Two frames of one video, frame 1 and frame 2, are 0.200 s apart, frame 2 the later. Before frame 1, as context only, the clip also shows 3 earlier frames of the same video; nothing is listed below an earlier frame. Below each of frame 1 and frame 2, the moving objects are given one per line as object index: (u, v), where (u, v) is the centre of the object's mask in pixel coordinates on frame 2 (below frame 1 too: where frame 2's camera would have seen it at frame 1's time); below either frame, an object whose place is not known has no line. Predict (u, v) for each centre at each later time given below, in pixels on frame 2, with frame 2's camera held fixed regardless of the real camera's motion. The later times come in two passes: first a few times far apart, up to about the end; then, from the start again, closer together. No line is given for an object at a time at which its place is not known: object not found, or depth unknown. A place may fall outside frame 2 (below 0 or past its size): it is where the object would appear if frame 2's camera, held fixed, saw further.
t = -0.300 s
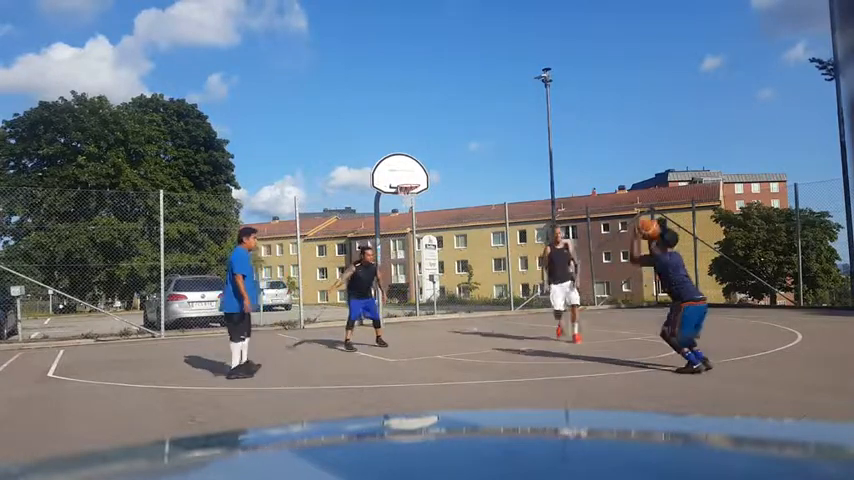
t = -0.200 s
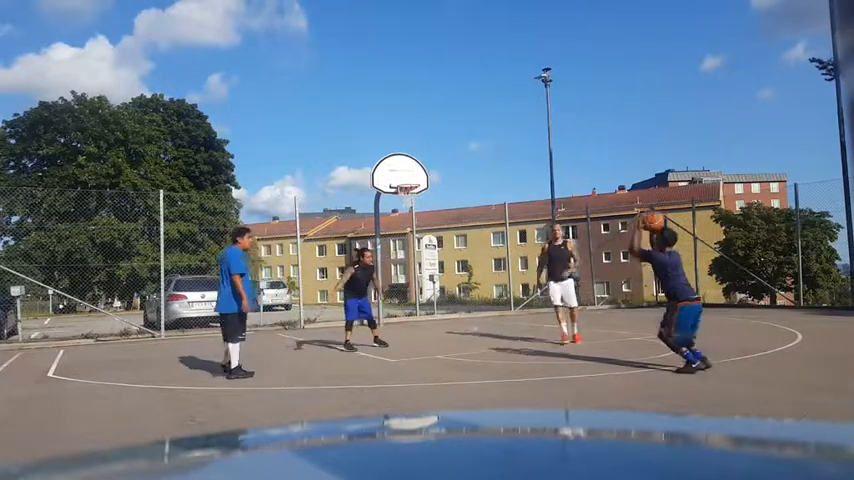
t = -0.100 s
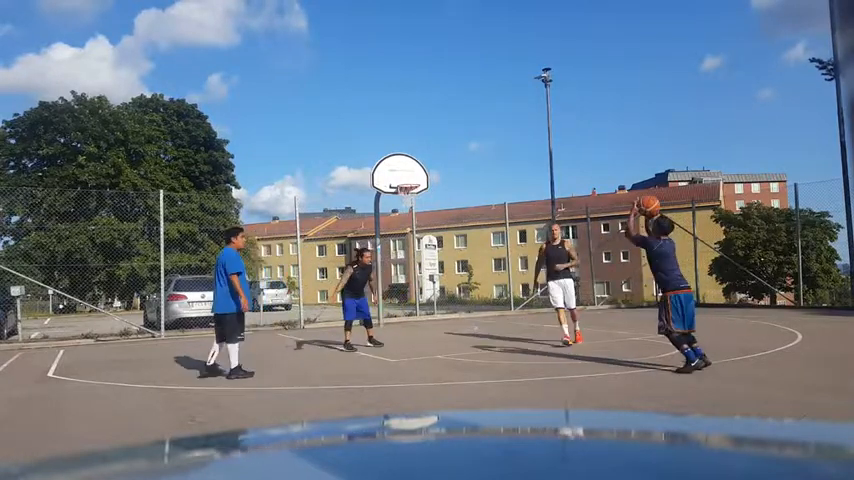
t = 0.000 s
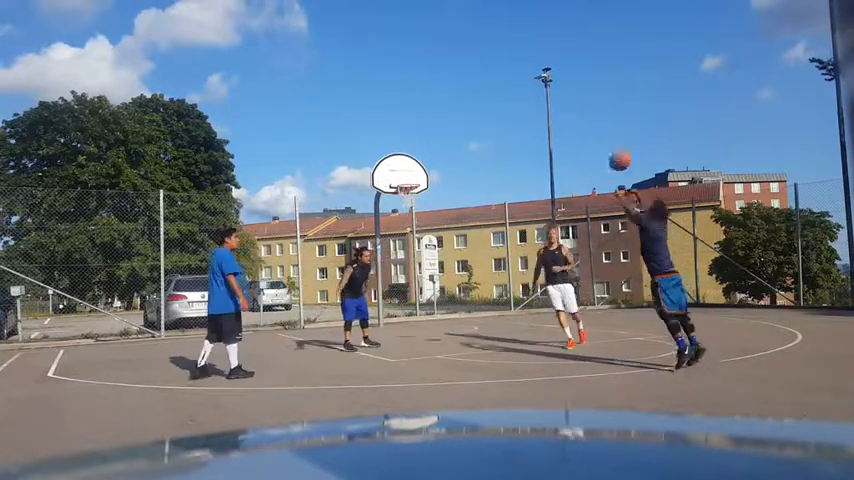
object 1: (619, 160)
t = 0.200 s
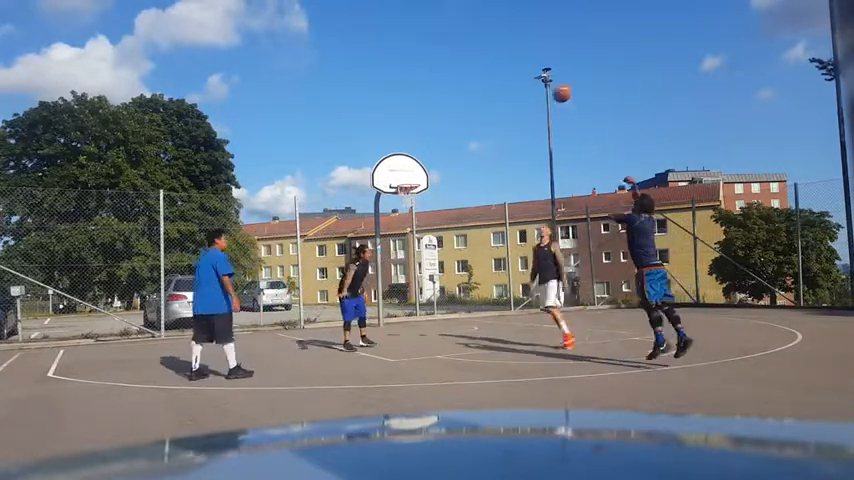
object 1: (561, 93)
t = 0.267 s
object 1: (545, 80)
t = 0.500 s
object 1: (498, 62)
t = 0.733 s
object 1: (462, 78)
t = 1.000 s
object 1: (429, 127)
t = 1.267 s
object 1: (409, 164)
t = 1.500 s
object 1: (404, 117)
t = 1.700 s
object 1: (401, 95)
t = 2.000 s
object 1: (397, 101)
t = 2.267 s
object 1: (393, 148)
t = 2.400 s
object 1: (393, 188)
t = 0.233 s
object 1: (553, 85)
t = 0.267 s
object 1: (545, 80)
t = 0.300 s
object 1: (538, 75)
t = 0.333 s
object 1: (530, 71)
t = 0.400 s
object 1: (516, 65)
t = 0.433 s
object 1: (510, 63)
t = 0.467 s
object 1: (504, 62)
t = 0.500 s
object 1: (498, 62)
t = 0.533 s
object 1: (492, 62)
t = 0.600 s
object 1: (481, 65)
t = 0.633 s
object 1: (476, 67)
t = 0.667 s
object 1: (471, 70)
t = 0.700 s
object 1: (466, 73)
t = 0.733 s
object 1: (462, 78)
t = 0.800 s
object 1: (453, 88)
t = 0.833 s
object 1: (449, 93)
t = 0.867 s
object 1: (445, 99)
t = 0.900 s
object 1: (440, 104)
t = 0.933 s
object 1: (437, 112)
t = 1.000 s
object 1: (429, 127)
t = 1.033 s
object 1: (426, 137)
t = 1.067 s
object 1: (422, 143)
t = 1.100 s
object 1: (418, 152)
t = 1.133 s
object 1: (415, 162)
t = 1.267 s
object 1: (409, 164)
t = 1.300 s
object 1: (408, 156)
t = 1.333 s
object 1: (407, 148)
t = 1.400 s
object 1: (406, 134)
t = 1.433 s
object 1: (405, 128)
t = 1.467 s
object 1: (405, 122)
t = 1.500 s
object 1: (404, 117)
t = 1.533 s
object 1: (404, 112)
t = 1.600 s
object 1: (402, 105)
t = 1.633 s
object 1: (402, 99)
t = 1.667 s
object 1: (401, 98)
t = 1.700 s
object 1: (401, 95)
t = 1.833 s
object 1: (399, 92)
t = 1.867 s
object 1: (398, 93)
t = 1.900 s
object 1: (398, 94)
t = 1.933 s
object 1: (398, 96)
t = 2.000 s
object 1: (397, 101)
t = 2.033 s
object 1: (397, 104)
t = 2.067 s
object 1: (396, 109)
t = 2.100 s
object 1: (396, 114)
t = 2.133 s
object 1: (395, 119)
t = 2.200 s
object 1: (394, 133)
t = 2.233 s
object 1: (394, 140)
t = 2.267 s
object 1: (393, 148)
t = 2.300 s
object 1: (394, 158)
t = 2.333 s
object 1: (394, 167)
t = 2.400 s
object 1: (393, 188)
